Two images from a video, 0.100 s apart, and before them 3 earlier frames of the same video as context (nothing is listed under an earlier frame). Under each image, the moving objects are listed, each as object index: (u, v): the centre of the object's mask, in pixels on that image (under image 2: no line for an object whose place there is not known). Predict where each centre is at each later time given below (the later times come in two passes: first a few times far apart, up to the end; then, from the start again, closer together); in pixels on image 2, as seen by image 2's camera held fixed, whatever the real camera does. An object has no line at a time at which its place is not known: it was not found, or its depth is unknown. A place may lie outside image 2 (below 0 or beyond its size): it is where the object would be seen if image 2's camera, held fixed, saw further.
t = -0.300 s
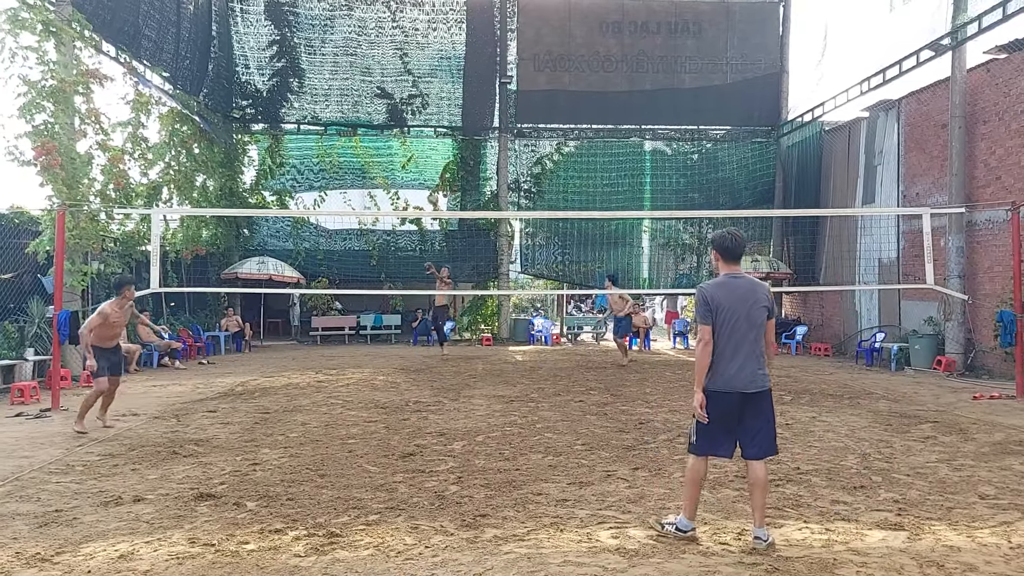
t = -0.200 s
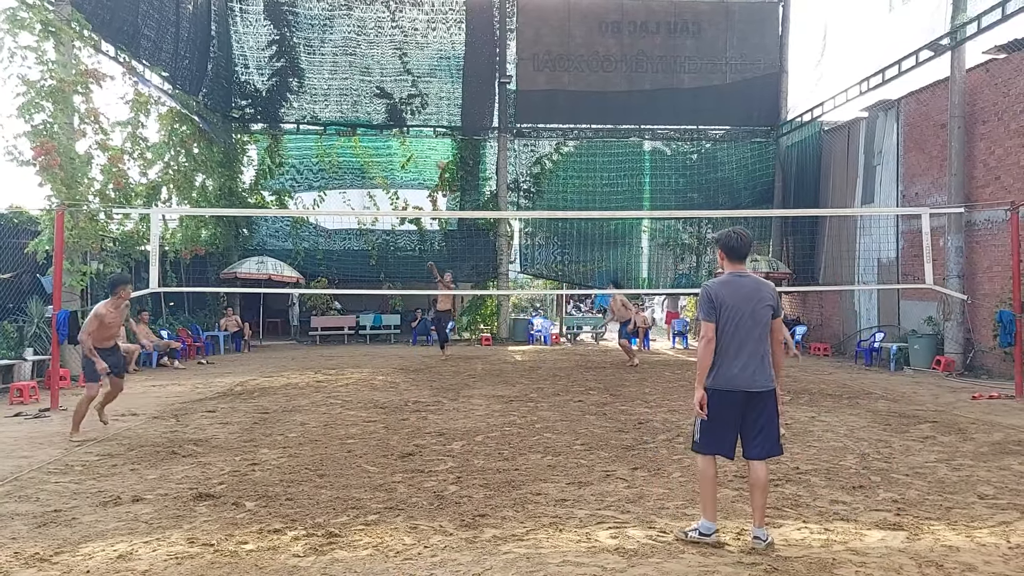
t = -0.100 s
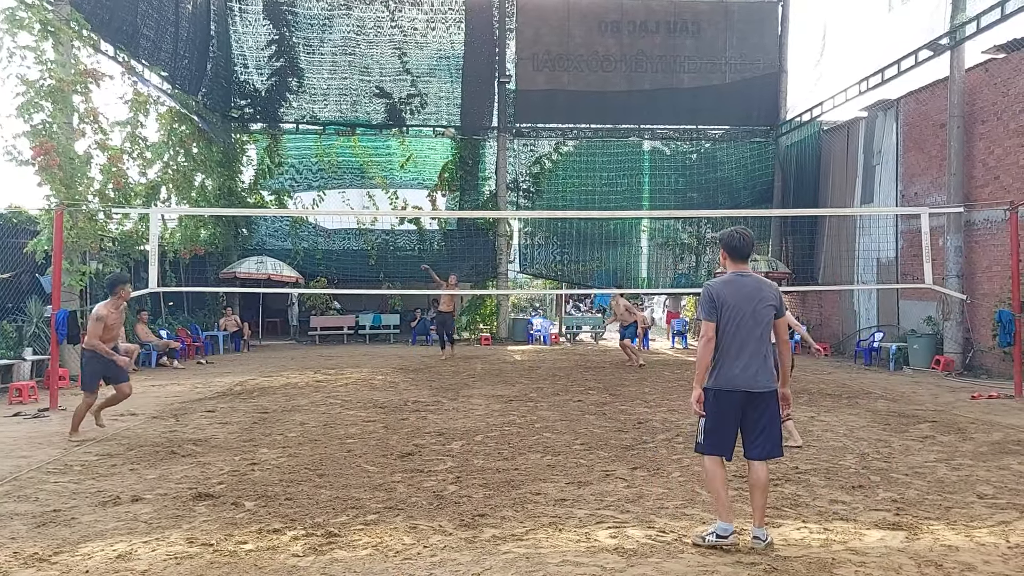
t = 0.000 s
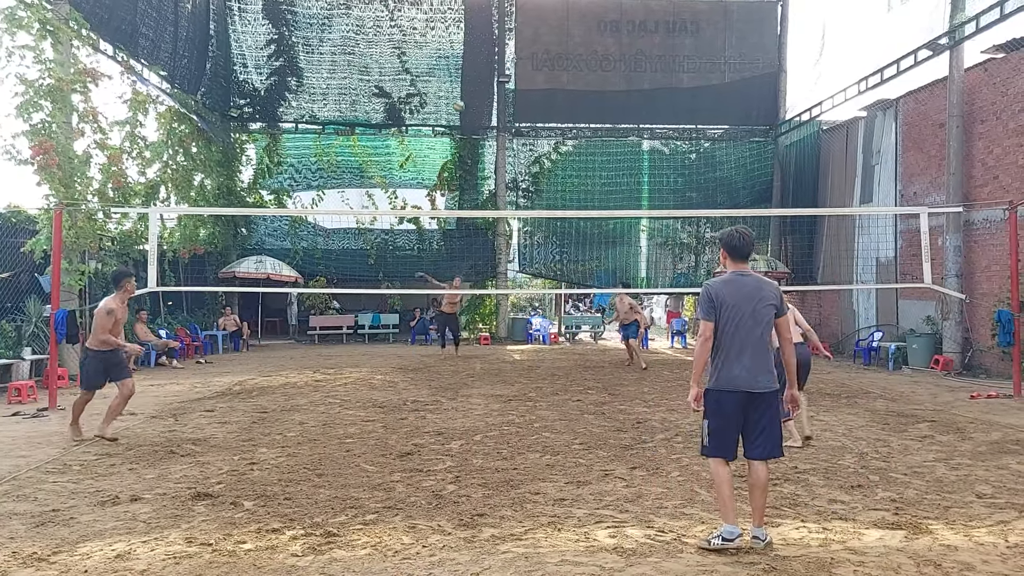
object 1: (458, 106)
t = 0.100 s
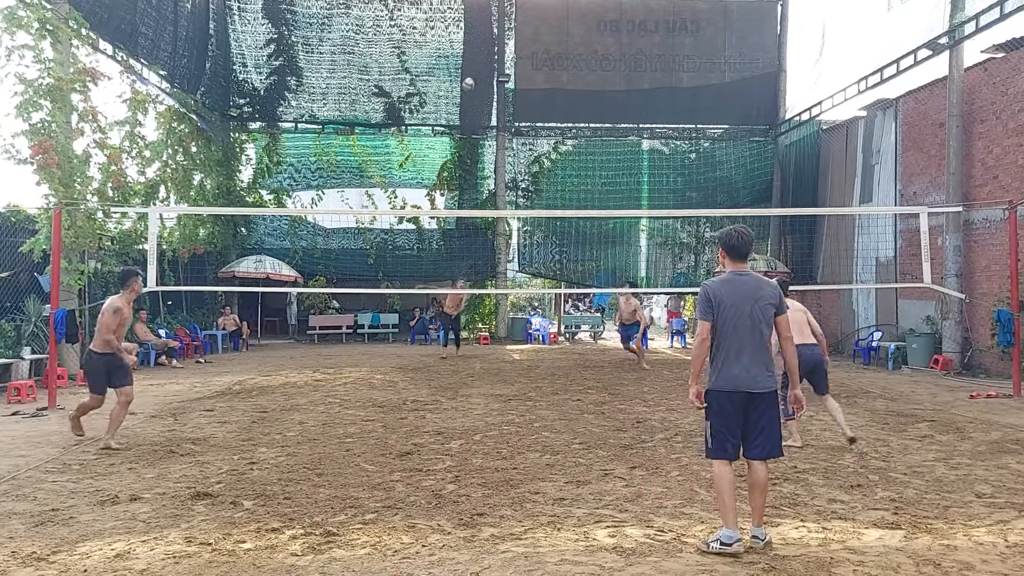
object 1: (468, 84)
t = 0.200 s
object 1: (478, 68)
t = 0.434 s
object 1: (502, 52)
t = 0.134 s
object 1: (472, 78)
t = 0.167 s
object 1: (475, 73)
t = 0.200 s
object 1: (478, 68)
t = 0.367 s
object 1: (496, 53)
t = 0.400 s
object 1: (499, 52)
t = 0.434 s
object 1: (502, 52)
